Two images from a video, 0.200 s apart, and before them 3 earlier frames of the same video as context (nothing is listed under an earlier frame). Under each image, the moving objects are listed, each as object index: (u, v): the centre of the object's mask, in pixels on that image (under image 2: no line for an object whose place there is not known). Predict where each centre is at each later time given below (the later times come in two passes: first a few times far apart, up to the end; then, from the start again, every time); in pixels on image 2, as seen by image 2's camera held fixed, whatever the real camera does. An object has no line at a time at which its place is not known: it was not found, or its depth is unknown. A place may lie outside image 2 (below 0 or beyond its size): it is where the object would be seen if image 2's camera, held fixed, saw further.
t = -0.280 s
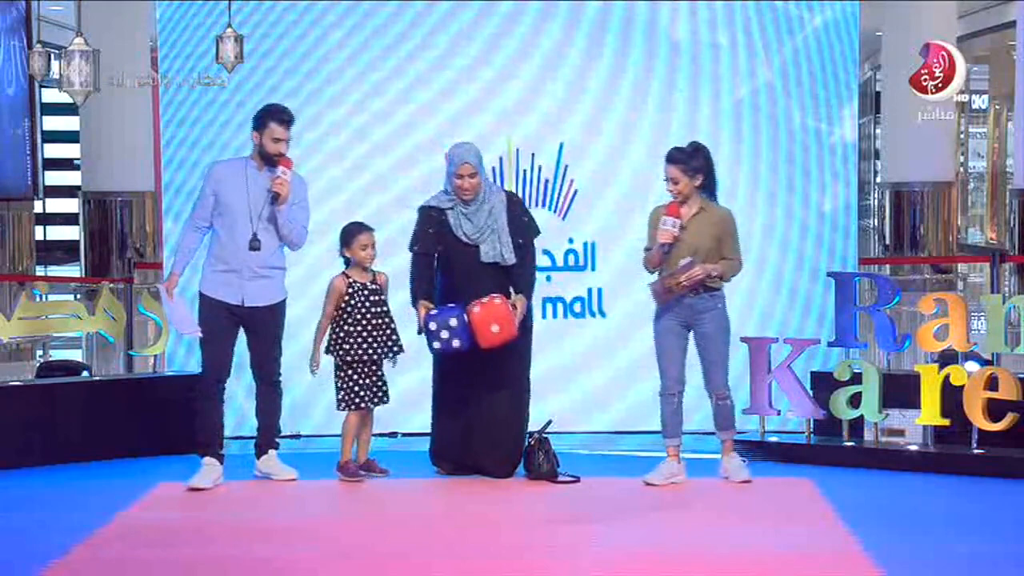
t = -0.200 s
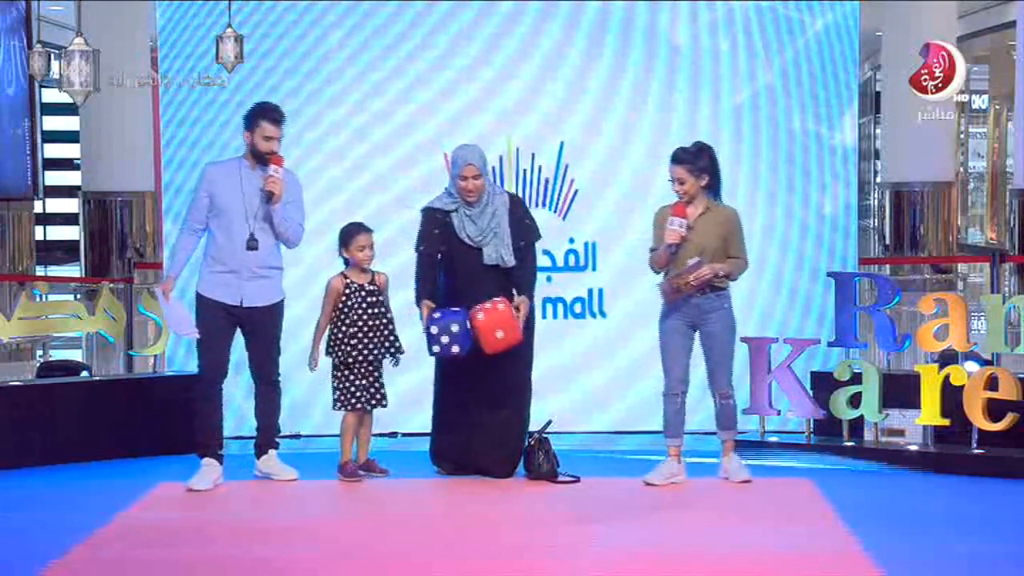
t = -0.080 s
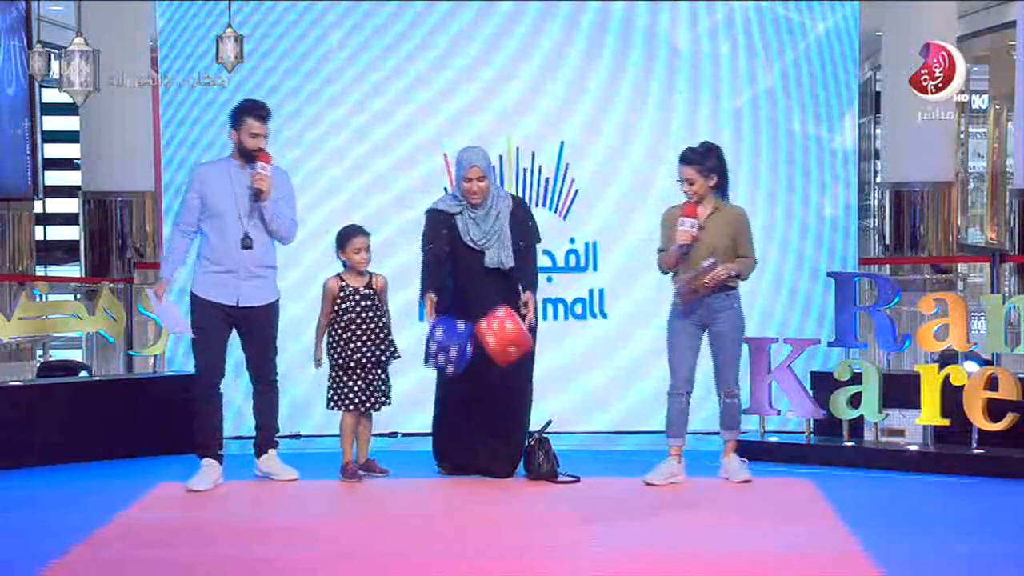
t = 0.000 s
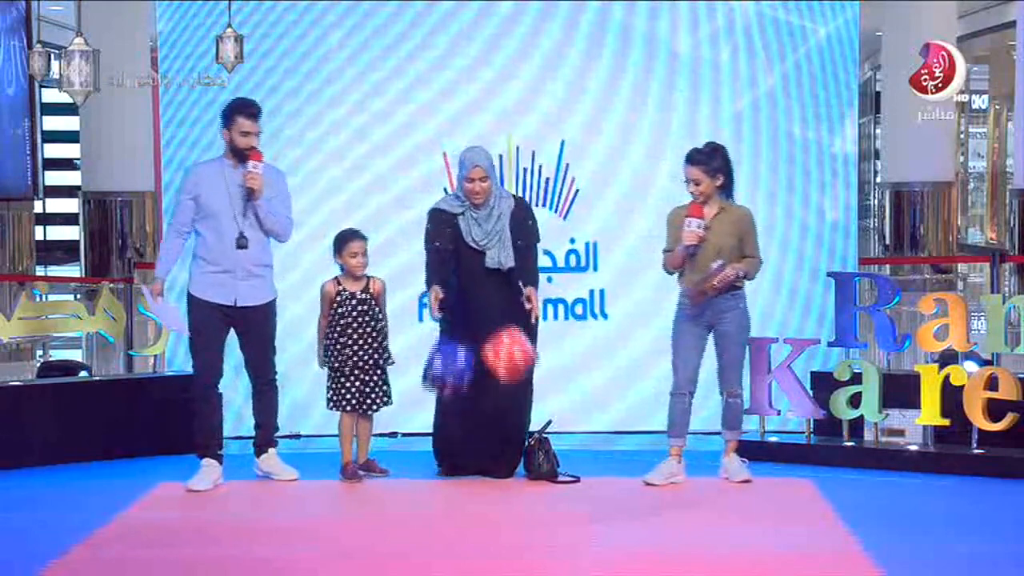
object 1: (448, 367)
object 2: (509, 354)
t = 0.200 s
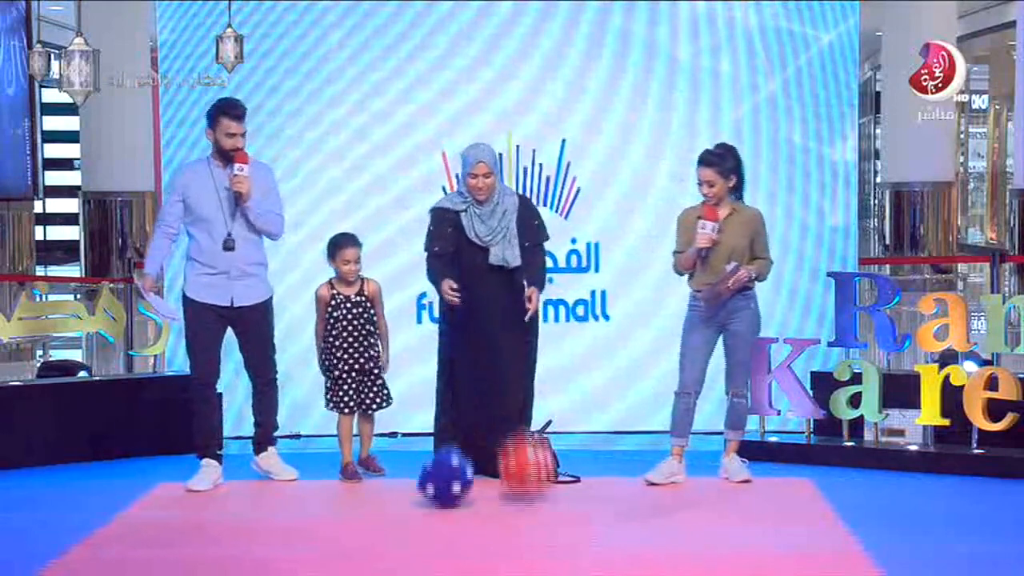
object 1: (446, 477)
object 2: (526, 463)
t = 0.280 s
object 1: (447, 449)
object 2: (531, 470)
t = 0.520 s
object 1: (451, 445)
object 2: (550, 487)
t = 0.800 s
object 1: (445, 474)
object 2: (562, 506)
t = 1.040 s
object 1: (432, 491)
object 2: (577, 514)
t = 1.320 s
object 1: (412, 489)
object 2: (574, 524)
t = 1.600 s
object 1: (405, 493)
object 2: (573, 535)
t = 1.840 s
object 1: (422, 491)
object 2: (582, 542)
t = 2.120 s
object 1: (424, 489)
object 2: (564, 550)
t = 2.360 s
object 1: (412, 496)
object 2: (562, 549)
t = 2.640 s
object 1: (404, 493)
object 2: (554, 553)
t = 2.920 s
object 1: (417, 494)
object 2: (551, 555)
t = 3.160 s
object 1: (421, 491)
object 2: (538, 558)
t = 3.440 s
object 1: (408, 494)
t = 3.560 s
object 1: (407, 493)
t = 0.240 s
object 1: (446, 463)
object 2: (529, 478)
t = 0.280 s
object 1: (447, 449)
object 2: (531, 470)
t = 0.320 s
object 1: (447, 440)
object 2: (534, 464)
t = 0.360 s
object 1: (448, 434)
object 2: (537, 462)
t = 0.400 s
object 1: (448, 433)
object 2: (540, 463)
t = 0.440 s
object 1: (449, 434)
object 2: (543, 467)
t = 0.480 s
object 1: (450, 437)
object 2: (547, 477)
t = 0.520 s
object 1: (451, 445)
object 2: (550, 487)
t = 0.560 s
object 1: (451, 456)
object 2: (552, 491)
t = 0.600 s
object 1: (451, 468)
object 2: (554, 488)
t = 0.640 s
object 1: (451, 483)
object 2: (555, 489)
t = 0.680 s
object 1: (450, 476)
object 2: (556, 492)
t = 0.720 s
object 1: (448, 472)
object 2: (557, 501)
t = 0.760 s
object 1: (447, 472)
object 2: (559, 509)
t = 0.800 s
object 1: (445, 474)
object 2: (562, 506)
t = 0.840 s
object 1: (443, 481)
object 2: (565, 504)
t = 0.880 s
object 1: (442, 483)
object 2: (568, 505)
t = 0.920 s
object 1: (441, 483)
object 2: (572, 512)
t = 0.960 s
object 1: (439, 486)
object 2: (575, 518)
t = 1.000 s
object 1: (437, 492)
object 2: (576, 515)
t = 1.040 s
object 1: (432, 491)
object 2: (577, 514)
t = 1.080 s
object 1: (428, 493)
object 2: (578, 517)
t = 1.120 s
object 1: (424, 494)
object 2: (579, 521)
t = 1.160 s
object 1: (421, 491)
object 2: (579, 522)
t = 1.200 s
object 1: (418, 491)
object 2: (579, 526)
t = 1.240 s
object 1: (415, 490)
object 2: (578, 533)
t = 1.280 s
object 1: (413, 490)
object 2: (576, 528)
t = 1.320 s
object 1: (412, 489)
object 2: (574, 524)
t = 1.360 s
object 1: (410, 489)
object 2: (572, 525)
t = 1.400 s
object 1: (409, 490)
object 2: (570, 531)
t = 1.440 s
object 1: (408, 490)
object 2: (568, 537)
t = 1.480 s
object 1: (407, 490)
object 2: (569, 533)
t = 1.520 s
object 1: (407, 491)
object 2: (570, 530)
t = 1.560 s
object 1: (406, 492)
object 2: (571, 530)
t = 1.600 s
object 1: (405, 493)
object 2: (573, 535)
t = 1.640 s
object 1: (406, 492)
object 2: (575, 538)
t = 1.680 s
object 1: (408, 493)
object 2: (578, 541)
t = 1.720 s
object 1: (411, 494)
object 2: (581, 545)
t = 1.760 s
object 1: (415, 493)
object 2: (583, 546)
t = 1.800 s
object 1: (419, 492)
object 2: (583, 544)
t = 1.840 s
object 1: (422, 491)
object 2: (582, 542)
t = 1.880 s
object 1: (425, 490)
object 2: (581, 543)
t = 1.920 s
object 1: (427, 489)
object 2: (580, 543)
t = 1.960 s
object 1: (429, 488)
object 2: (577, 544)
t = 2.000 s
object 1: (429, 488)
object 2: (573, 546)
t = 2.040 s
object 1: (428, 488)
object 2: (569, 547)
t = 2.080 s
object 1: (426, 489)
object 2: (566, 550)
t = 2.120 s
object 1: (424, 489)
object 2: (564, 550)
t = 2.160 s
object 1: (422, 489)
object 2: (562, 548)
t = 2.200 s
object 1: (421, 489)
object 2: (561, 548)
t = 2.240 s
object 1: (419, 491)
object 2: (560, 548)
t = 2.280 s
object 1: (417, 493)
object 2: (560, 548)
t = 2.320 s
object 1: (414, 495)
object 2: (560, 549)
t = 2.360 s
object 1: (412, 496)
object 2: (562, 549)
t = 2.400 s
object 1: (410, 494)
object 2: (563, 551)
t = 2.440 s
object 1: (408, 493)
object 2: (564, 551)
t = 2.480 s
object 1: (406, 493)
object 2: (564, 553)
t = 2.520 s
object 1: (404, 493)
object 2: (564, 555)
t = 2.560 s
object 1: (403, 492)
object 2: (562, 555)
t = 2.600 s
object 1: (403, 493)
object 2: (559, 555)
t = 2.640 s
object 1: (404, 493)
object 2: (554, 553)
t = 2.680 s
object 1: (404, 493)
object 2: (551, 553)
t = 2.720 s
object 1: (405, 493)
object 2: (548, 553)
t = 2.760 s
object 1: (407, 493)
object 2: (548, 552)
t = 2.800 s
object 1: (409, 494)
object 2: (549, 553)
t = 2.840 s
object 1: (411, 495)
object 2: (551, 553)
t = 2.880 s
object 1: (414, 495)
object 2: (551, 554)
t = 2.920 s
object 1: (417, 494)
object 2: (551, 555)
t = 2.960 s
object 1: (419, 493)
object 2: (549, 555)
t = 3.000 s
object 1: (421, 492)
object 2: (547, 557)
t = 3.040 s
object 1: (422, 491)
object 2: (544, 558)
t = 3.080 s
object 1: (422, 491)
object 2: (542, 559)
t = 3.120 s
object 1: (422, 491)
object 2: (540, 558)
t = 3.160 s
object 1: (421, 491)
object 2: (538, 558)
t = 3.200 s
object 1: (420, 492)
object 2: (537, 557)
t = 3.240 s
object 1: (418, 493)
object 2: (536, 557)
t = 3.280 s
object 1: (416, 495)
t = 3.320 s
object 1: (413, 496)
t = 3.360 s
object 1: (411, 496)
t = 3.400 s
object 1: (409, 494)
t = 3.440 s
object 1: (408, 494)
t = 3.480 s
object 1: (407, 494)
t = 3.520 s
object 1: (406, 494)
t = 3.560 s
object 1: (407, 493)
